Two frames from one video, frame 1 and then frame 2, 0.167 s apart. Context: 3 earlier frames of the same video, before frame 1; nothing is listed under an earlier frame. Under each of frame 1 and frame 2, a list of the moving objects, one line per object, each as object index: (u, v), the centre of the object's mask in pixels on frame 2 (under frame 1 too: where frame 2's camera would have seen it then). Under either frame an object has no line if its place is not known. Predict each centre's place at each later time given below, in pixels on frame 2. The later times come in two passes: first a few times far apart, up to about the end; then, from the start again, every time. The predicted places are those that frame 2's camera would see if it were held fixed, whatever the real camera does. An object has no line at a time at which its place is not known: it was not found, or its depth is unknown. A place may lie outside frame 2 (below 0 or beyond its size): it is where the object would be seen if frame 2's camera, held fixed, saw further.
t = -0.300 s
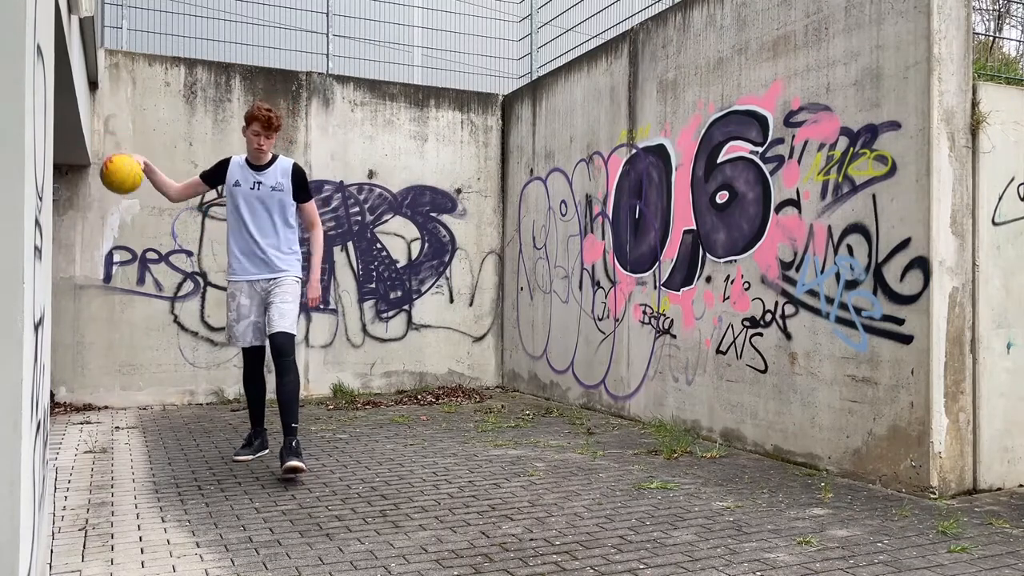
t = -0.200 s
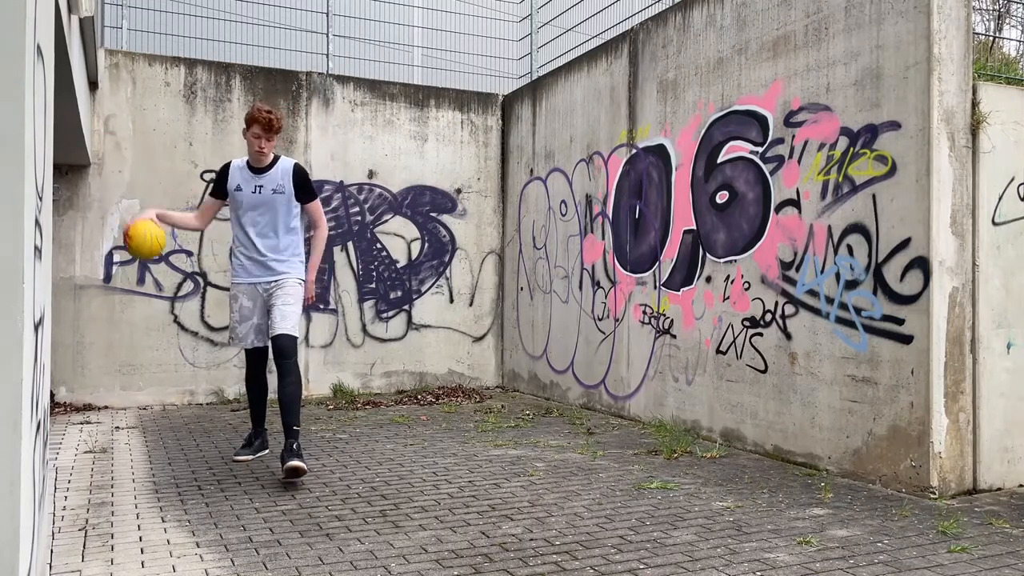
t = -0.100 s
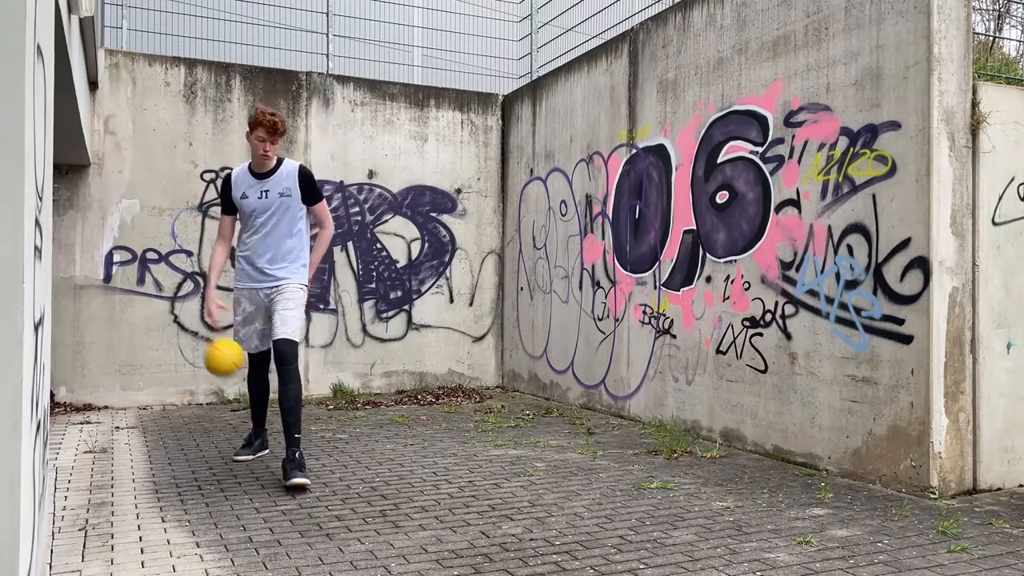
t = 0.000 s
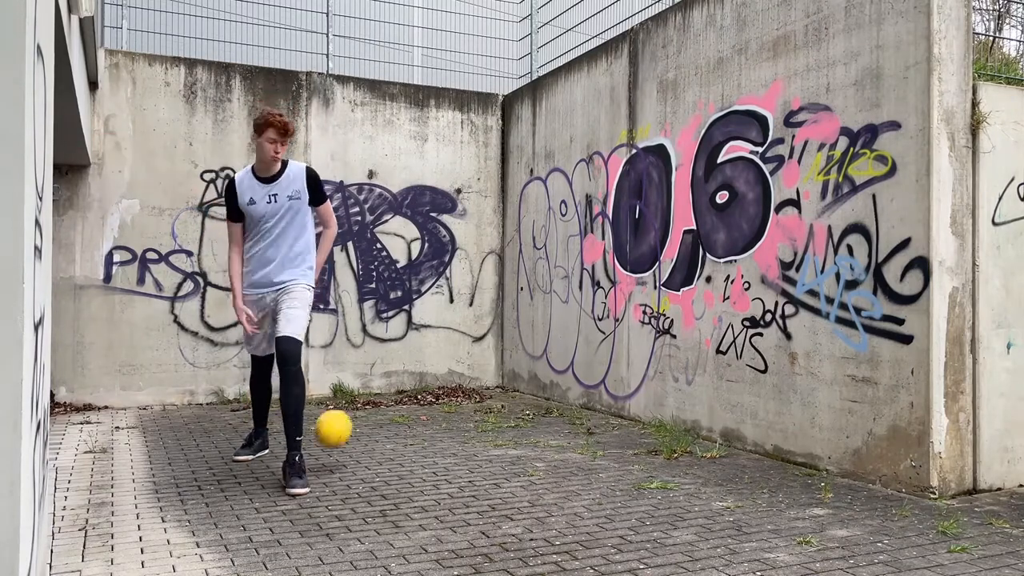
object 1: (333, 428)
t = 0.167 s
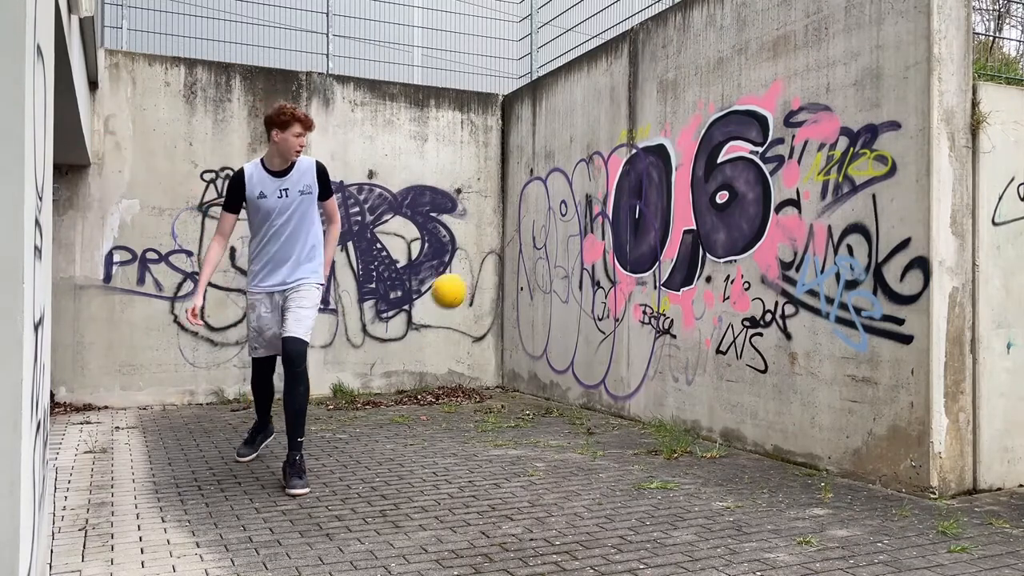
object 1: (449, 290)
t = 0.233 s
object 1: (491, 253)
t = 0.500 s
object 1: (644, 185)
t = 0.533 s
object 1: (662, 184)
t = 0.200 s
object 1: (470, 270)
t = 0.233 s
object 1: (491, 253)
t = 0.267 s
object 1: (512, 238)
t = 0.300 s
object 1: (531, 224)
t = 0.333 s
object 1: (551, 213)
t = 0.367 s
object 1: (571, 204)
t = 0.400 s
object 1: (590, 196)
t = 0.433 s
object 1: (608, 191)
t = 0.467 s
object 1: (627, 187)
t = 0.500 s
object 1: (644, 185)
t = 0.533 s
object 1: (662, 184)
